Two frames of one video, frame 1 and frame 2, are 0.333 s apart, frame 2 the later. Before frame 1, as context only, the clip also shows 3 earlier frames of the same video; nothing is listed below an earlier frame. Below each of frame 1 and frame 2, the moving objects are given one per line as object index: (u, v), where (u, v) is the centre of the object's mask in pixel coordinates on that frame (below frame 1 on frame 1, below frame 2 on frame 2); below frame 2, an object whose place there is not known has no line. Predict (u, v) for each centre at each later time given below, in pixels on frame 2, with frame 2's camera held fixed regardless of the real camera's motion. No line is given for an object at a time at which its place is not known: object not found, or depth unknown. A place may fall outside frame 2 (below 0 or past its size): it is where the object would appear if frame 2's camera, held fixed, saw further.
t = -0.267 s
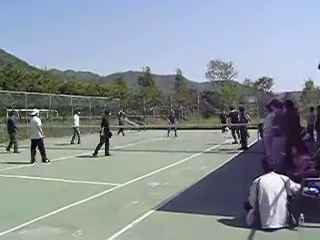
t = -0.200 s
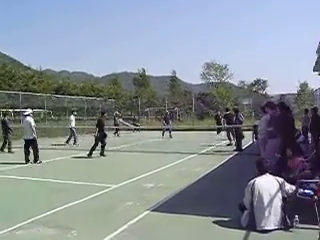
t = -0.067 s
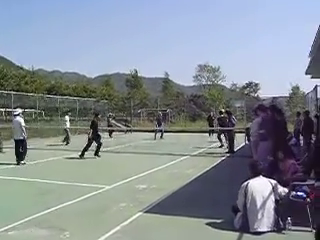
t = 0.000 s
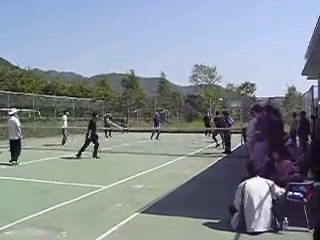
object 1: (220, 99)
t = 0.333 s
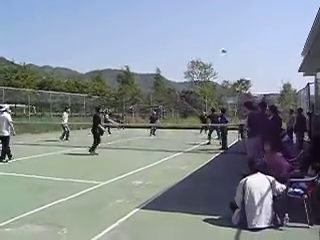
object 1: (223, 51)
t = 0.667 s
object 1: (231, 24)
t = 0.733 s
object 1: (232, 21)
